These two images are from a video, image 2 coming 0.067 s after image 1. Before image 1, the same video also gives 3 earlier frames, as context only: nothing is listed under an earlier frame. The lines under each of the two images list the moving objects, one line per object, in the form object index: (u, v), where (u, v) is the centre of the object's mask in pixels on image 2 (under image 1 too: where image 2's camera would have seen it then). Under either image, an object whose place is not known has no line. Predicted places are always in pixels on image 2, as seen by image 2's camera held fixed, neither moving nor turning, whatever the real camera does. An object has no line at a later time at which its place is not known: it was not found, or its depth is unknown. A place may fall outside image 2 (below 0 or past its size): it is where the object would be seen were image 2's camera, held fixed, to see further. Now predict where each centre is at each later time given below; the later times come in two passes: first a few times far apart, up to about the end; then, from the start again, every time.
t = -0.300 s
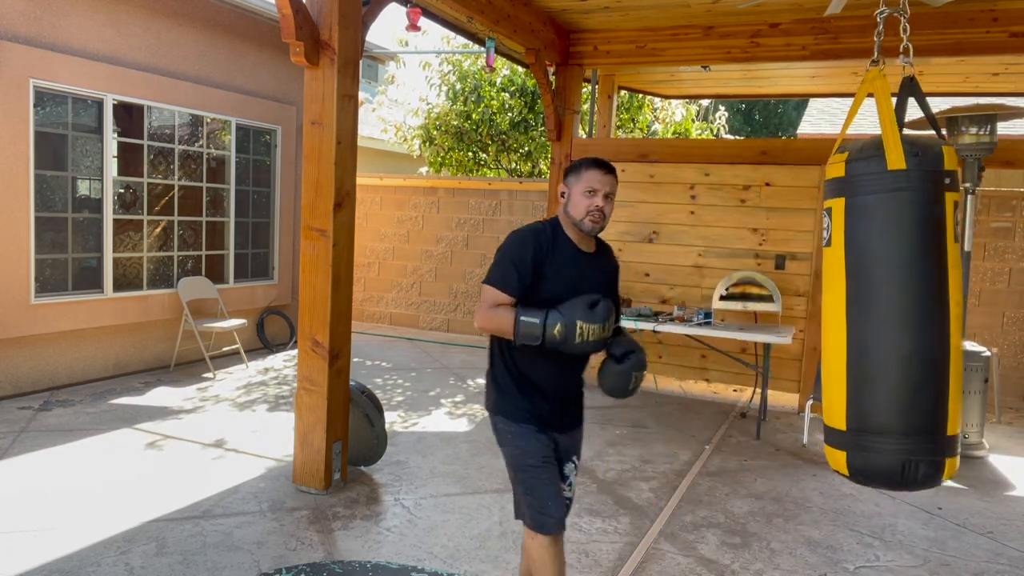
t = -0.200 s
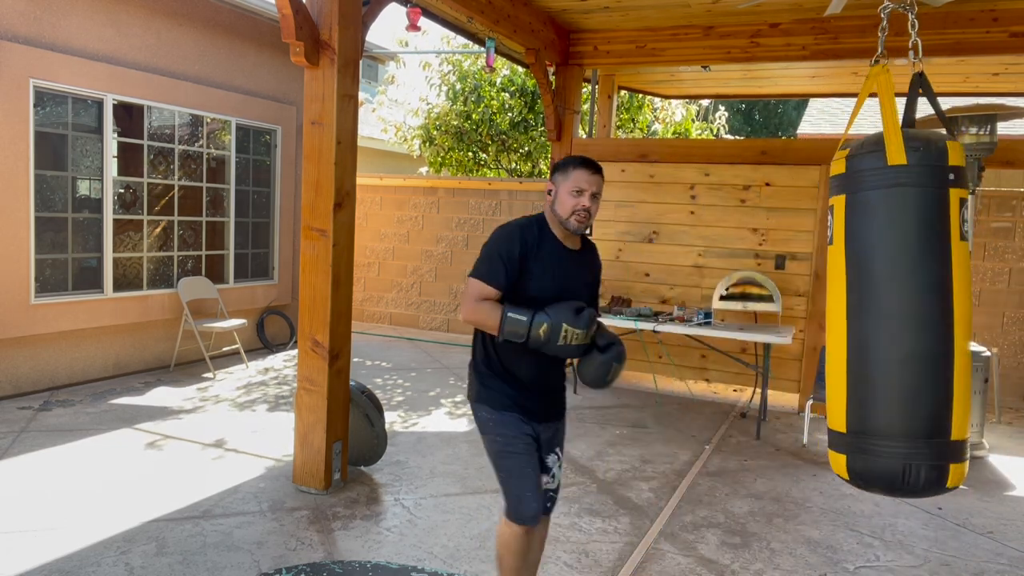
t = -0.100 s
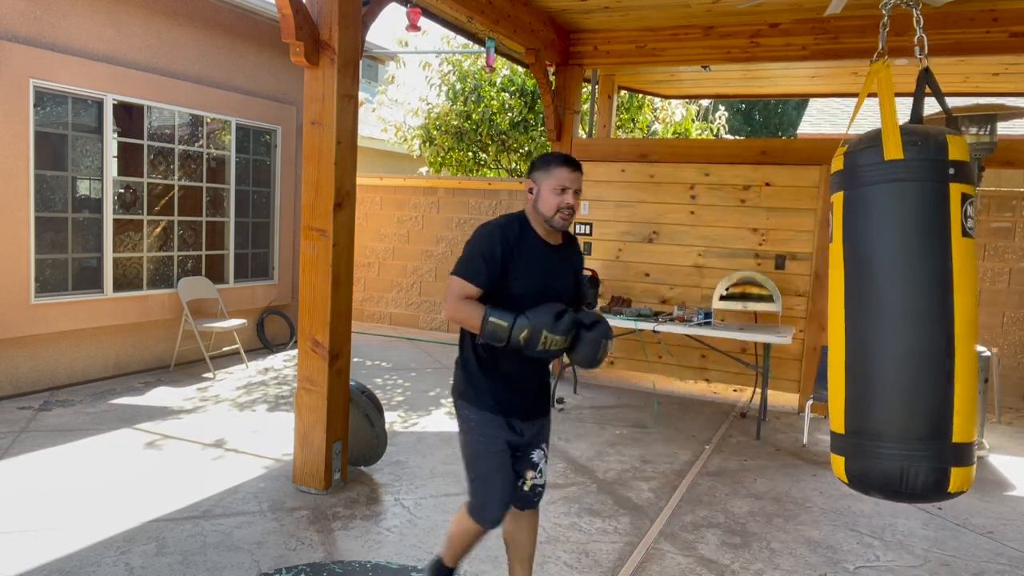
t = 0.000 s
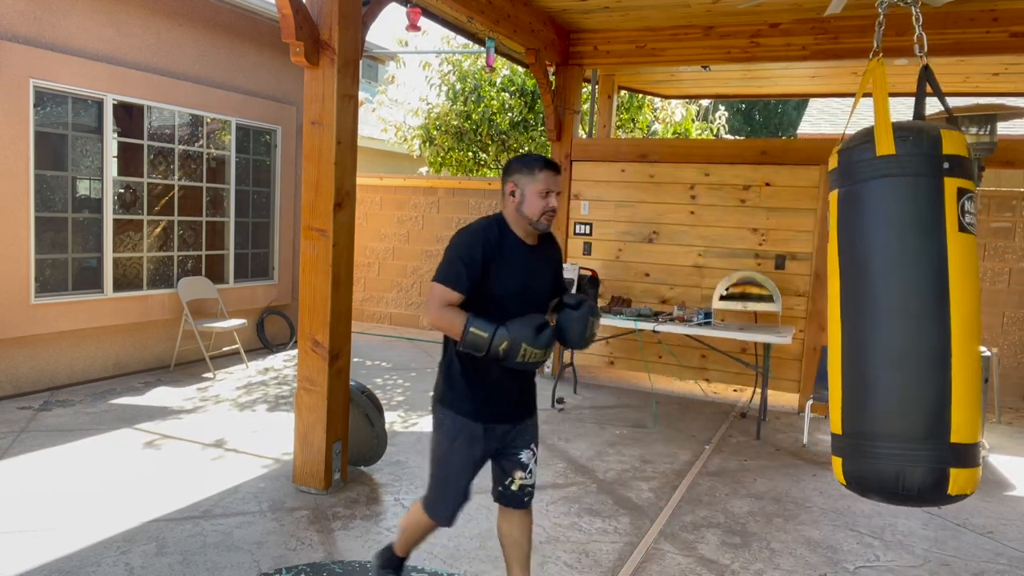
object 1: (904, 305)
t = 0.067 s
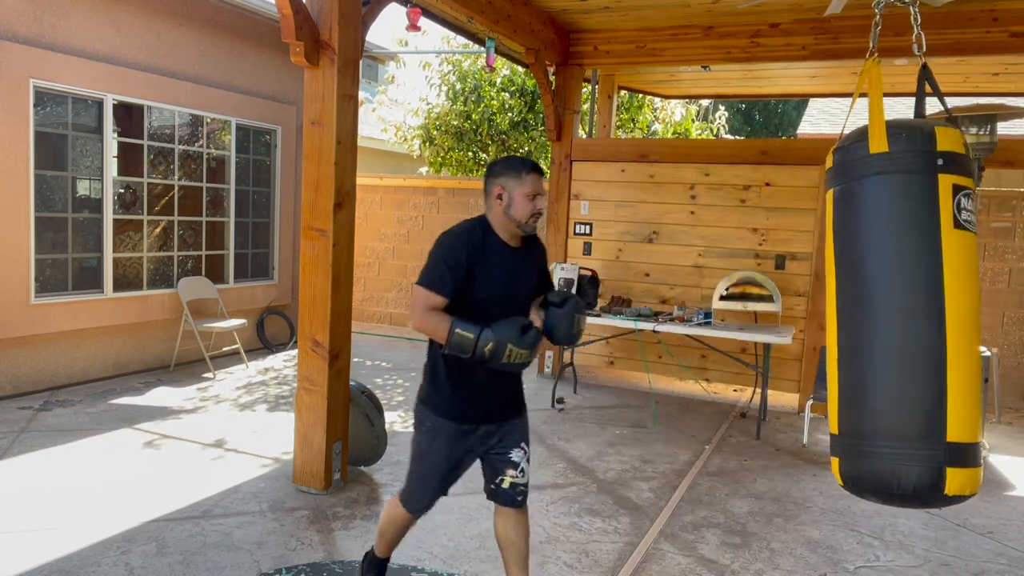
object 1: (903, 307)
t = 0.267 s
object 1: (893, 308)
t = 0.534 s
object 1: (868, 307)
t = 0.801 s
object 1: (840, 300)
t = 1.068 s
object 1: (822, 285)
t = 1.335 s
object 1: (818, 270)
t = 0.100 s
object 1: (902, 307)
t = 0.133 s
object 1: (901, 307)
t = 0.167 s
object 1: (900, 308)
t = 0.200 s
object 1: (898, 308)
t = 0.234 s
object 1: (896, 308)
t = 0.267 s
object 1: (893, 308)
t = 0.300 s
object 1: (890, 308)
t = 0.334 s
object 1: (888, 308)
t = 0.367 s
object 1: (885, 307)
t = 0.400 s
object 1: (882, 307)
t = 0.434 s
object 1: (879, 307)
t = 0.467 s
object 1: (875, 306)
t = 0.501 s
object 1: (871, 308)
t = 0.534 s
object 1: (868, 307)
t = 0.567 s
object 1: (864, 307)
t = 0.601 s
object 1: (860, 307)
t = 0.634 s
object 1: (856, 306)
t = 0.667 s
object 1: (853, 305)
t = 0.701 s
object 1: (849, 304)
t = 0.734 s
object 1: (846, 303)
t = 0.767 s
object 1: (842, 304)
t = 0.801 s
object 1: (840, 300)
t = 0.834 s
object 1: (837, 299)
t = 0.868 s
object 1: (834, 297)
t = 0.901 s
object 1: (831, 296)
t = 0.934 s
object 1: (829, 293)
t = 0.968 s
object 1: (826, 292)
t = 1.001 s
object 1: (825, 289)
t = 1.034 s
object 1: (823, 287)
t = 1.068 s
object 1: (822, 285)
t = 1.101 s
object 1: (821, 283)
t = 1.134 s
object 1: (820, 281)
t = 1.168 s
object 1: (819, 280)
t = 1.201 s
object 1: (818, 278)
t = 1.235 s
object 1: (818, 276)
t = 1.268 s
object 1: (818, 273)
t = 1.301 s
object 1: (818, 271)
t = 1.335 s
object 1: (818, 270)
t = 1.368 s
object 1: (818, 268)
